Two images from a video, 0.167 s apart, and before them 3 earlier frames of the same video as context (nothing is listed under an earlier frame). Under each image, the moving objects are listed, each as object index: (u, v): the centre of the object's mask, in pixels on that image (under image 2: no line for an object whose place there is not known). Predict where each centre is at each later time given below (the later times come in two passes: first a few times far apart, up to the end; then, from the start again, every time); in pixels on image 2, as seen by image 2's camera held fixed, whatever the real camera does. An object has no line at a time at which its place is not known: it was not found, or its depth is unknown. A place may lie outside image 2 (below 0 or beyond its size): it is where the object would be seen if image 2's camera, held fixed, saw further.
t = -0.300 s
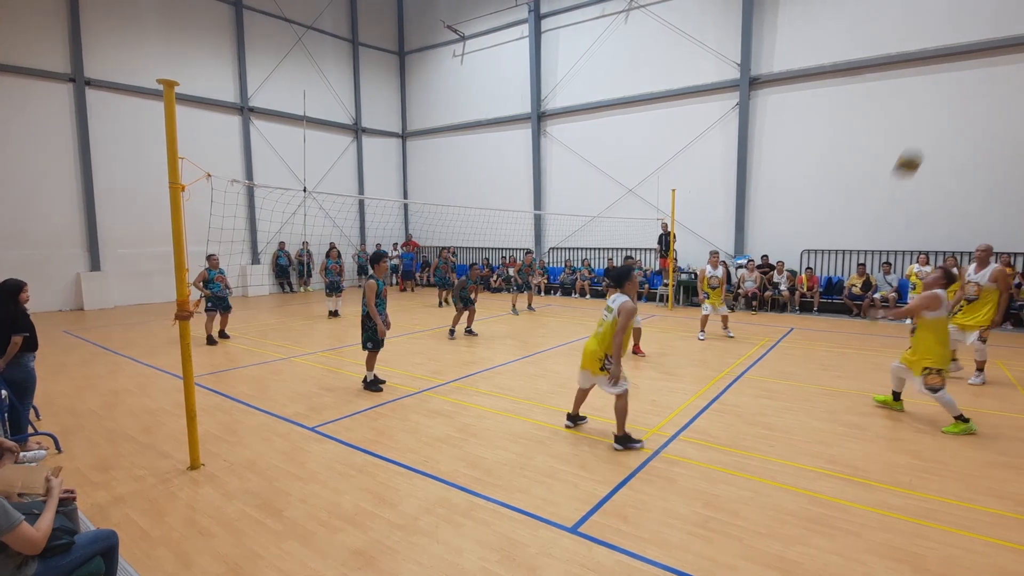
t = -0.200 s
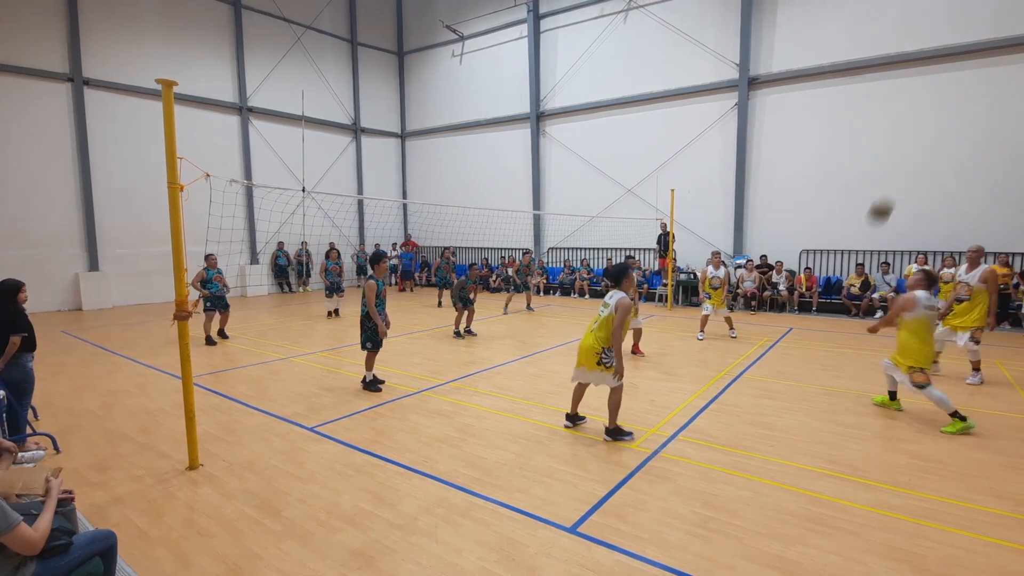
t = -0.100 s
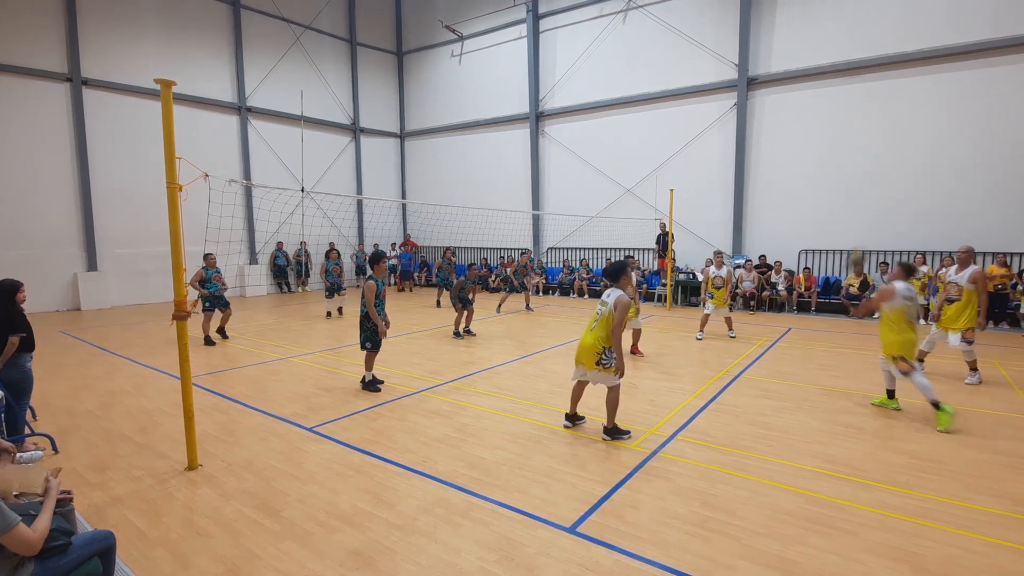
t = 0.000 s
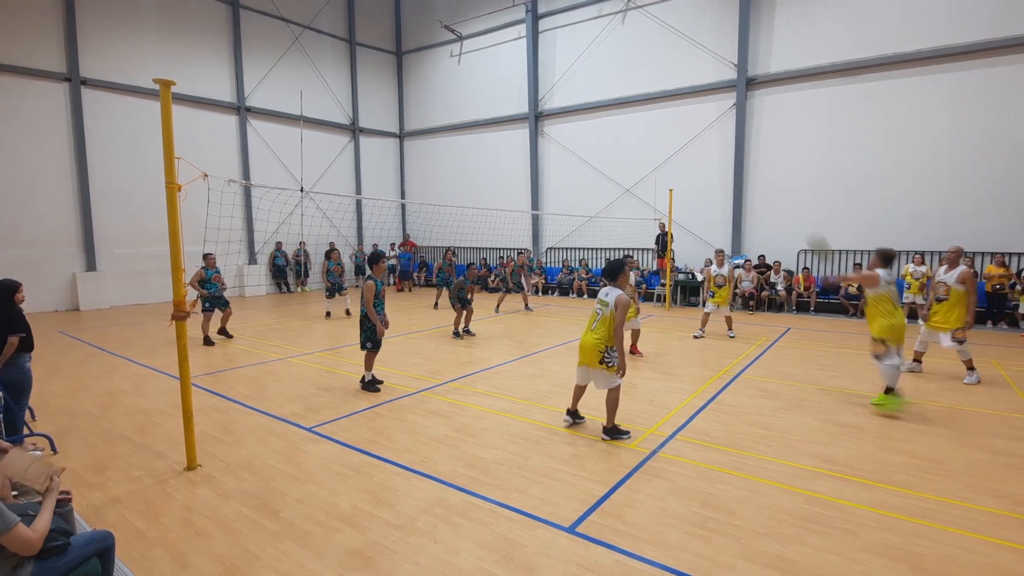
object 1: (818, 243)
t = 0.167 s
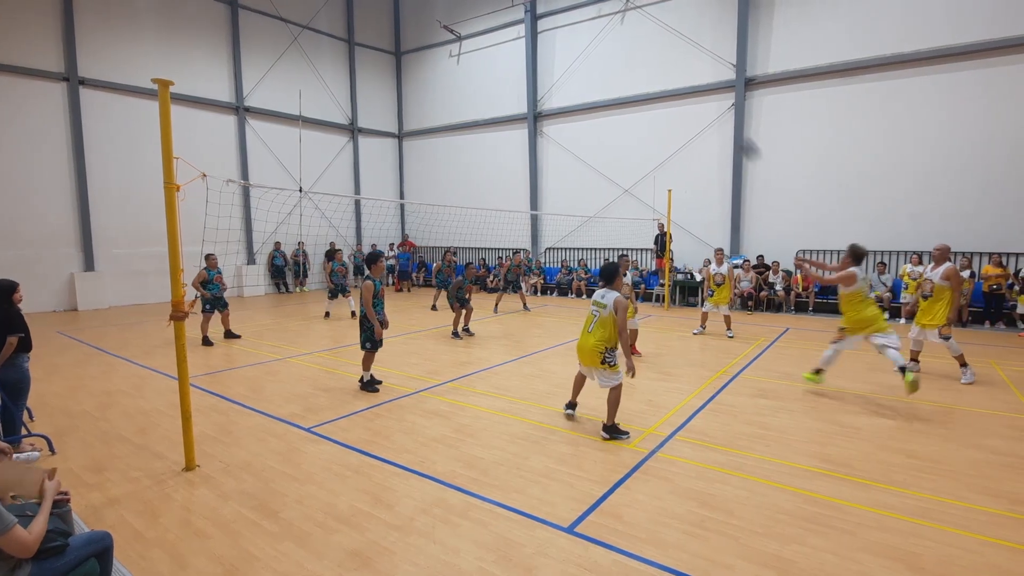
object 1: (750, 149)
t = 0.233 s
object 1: (724, 118)
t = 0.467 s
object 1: (647, 49)
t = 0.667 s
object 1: (592, 29)
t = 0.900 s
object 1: (541, 39)
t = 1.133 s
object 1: (501, 77)
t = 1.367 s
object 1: (469, 138)
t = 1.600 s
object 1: (445, 211)
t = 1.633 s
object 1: (441, 222)
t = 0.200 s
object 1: (736, 135)
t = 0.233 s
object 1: (724, 118)
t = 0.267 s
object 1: (711, 105)
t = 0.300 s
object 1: (701, 93)
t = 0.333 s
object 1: (688, 82)
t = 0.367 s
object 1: (677, 72)
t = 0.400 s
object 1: (667, 64)
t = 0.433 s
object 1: (657, 56)
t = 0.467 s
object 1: (647, 49)
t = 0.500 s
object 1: (637, 44)
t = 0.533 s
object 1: (628, 39)
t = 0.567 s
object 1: (618, 35)
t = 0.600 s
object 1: (609, 32)
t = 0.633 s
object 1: (601, 30)
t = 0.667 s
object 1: (592, 29)
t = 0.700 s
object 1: (584, 28)
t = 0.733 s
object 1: (577, 28)
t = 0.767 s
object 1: (569, 30)
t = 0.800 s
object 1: (562, 31)
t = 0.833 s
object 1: (554, 33)
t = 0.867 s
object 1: (548, 35)
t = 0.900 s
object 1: (541, 39)
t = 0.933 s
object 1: (535, 43)
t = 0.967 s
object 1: (530, 46)
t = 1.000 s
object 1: (523, 52)
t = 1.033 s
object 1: (517, 58)
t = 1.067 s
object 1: (512, 64)
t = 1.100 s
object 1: (506, 70)
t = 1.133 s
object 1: (501, 77)
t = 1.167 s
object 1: (496, 85)
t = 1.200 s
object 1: (491, 93)
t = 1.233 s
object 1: (486, 101)
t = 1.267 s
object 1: (482, 109)
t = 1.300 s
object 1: (477, 118)
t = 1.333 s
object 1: (474, 127)
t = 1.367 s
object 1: (469, 138)
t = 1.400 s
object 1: (465, 147)
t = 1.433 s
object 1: (462, 157)
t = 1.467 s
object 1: (458, 167)
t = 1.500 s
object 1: (454, 177)
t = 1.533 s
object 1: (451, 188)
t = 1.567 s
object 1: (448, 199)
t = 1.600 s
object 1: (445, 211)
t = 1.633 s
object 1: (441, 222)
